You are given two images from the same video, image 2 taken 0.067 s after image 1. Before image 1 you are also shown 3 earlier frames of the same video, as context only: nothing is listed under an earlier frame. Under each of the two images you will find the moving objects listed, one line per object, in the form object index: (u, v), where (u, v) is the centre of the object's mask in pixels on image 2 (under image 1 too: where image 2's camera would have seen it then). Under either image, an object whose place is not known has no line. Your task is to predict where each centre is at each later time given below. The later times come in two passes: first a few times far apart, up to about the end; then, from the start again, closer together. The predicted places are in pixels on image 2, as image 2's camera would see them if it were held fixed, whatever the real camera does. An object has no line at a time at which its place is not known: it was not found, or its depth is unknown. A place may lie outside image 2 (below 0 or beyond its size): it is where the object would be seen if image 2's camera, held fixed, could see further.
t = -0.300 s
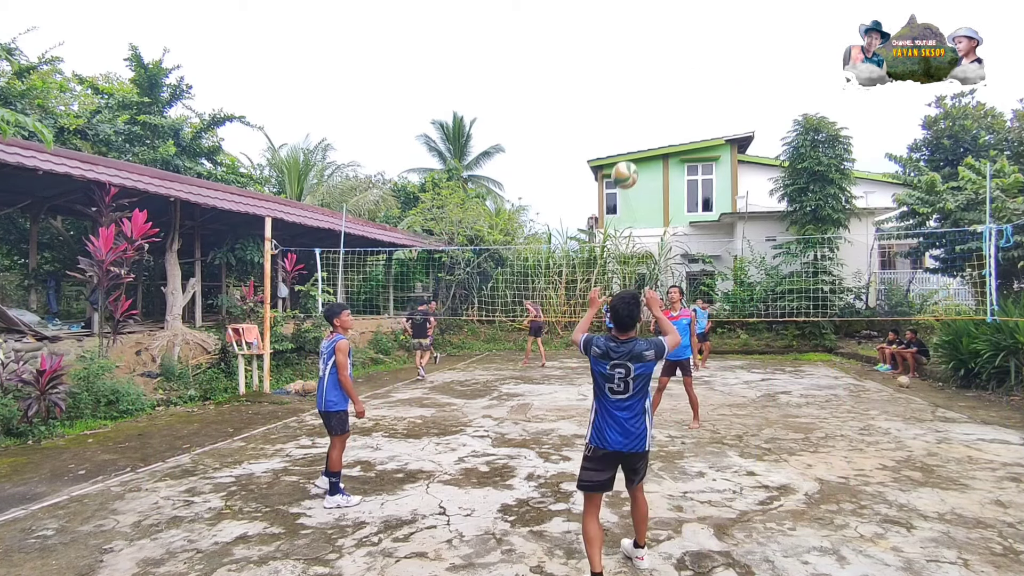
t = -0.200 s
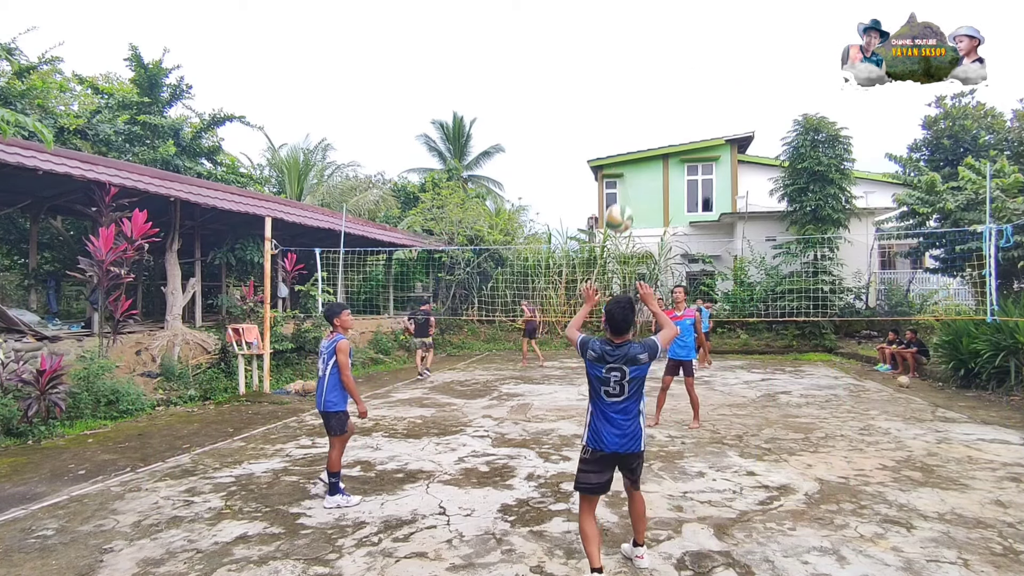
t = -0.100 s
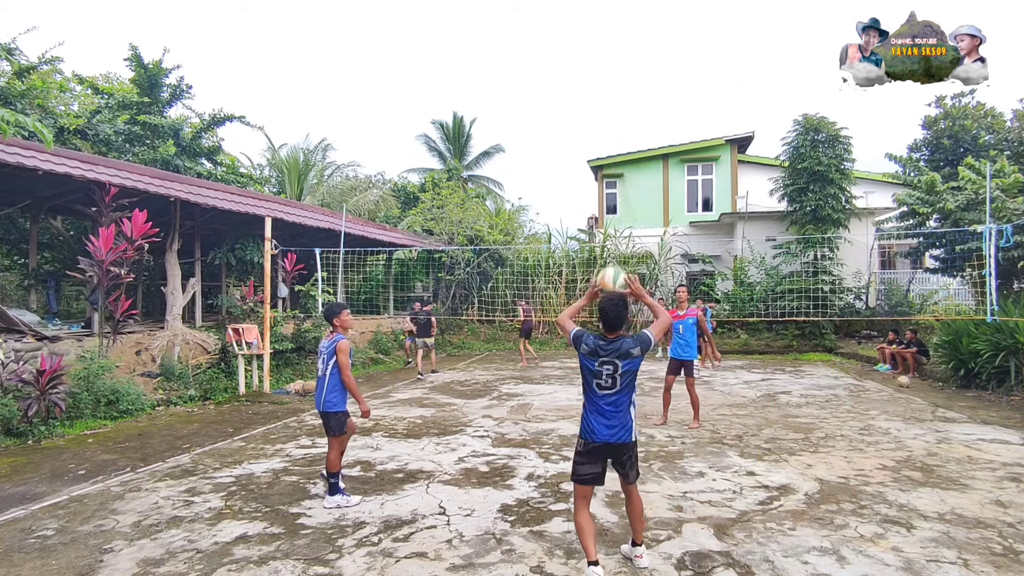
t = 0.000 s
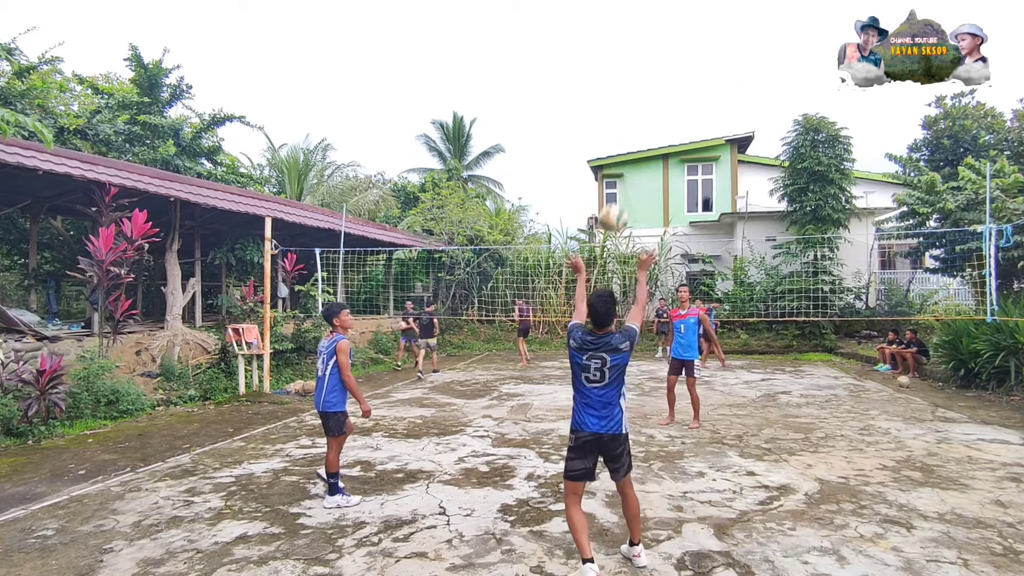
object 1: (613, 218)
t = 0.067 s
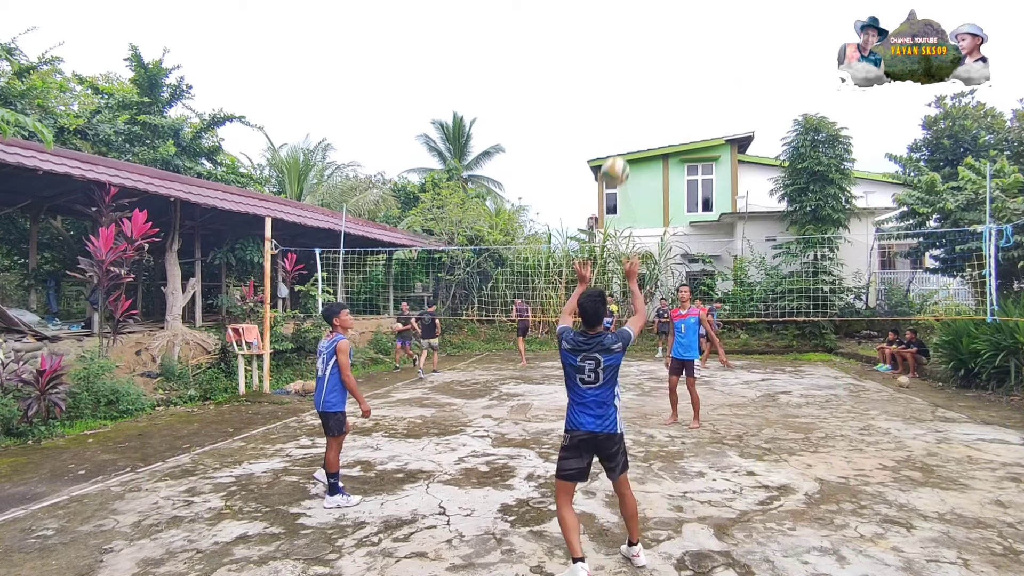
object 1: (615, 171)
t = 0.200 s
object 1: (618, 105)
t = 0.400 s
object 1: (622, 60)
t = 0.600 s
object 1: (625, 69)
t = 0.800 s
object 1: (627, 112)
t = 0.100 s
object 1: (616, 153)
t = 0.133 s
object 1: (616, 135)
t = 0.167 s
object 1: (617, 119)
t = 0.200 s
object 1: (618, 105)
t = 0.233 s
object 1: (619, 94)
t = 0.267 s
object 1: (619, 85)
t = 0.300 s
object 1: (621, 70)
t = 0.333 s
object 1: (622, 65)
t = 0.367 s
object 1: (622, 62)
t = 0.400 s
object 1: (622, 60)
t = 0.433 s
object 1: (623, 58)
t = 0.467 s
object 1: (623, 58)
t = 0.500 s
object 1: (624, 60)
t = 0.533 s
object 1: (624, 62)
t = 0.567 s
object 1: (624, 65)
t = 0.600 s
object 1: (625, 69)
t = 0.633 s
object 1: (626, 74)
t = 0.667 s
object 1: (626, 80)
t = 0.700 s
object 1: (626, 87)
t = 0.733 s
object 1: (627, 94)
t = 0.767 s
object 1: (628, 103)
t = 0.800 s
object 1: (627, 112)
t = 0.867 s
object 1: (629, 133)
